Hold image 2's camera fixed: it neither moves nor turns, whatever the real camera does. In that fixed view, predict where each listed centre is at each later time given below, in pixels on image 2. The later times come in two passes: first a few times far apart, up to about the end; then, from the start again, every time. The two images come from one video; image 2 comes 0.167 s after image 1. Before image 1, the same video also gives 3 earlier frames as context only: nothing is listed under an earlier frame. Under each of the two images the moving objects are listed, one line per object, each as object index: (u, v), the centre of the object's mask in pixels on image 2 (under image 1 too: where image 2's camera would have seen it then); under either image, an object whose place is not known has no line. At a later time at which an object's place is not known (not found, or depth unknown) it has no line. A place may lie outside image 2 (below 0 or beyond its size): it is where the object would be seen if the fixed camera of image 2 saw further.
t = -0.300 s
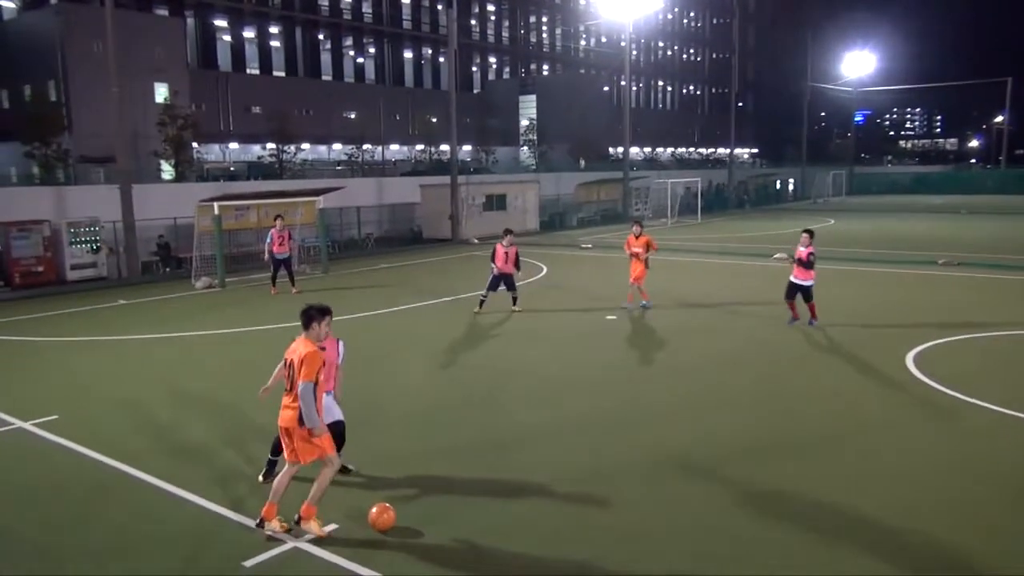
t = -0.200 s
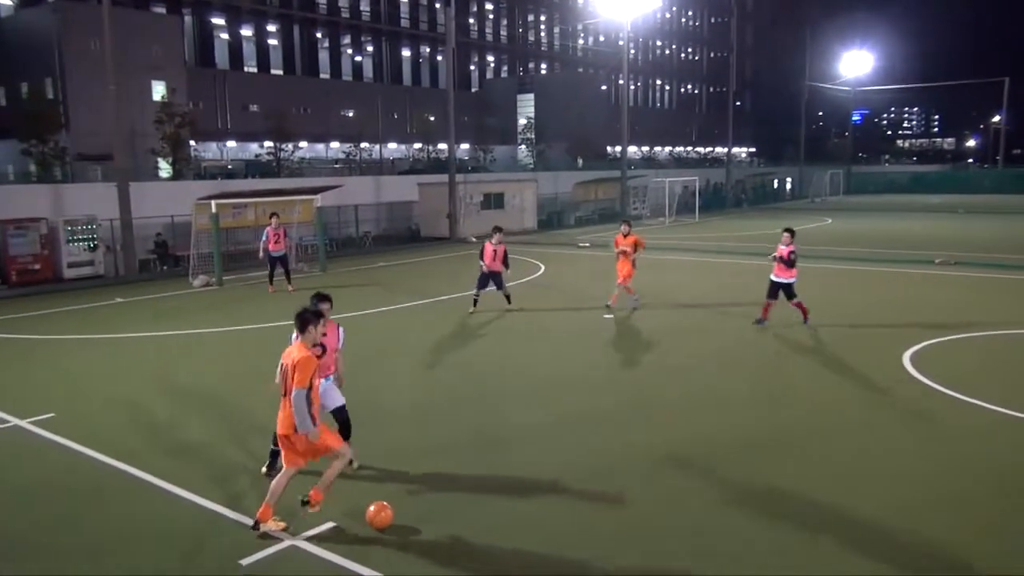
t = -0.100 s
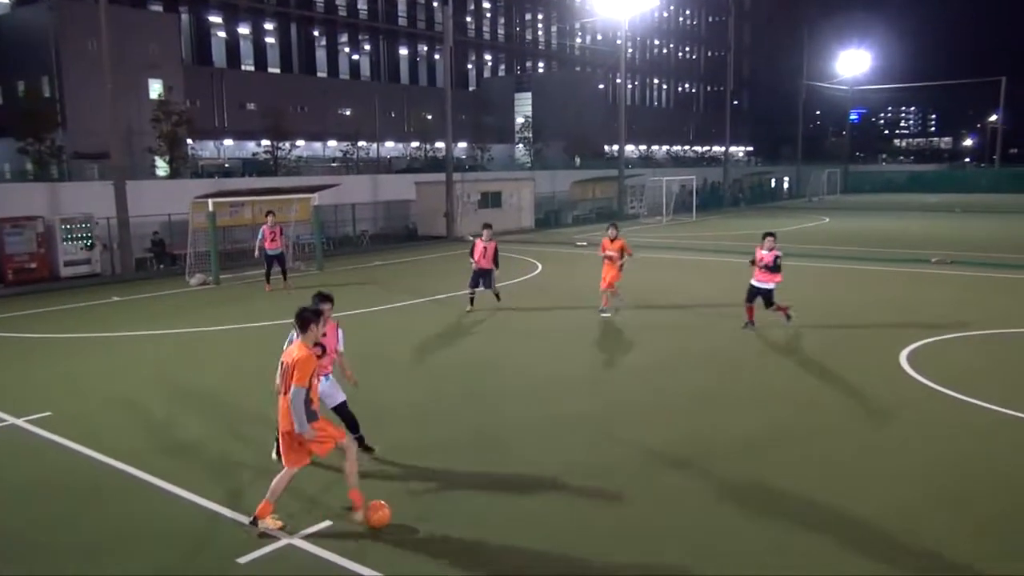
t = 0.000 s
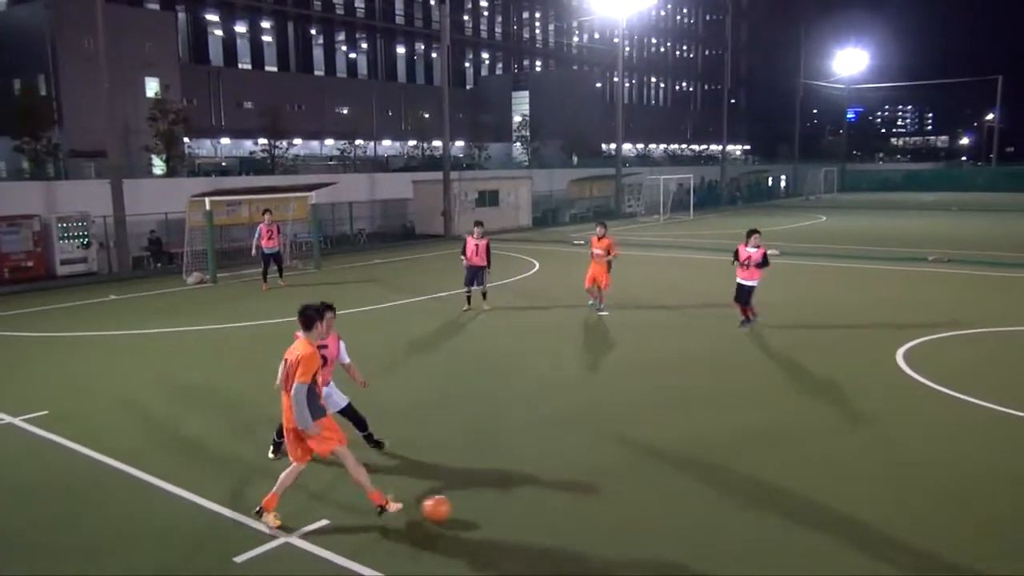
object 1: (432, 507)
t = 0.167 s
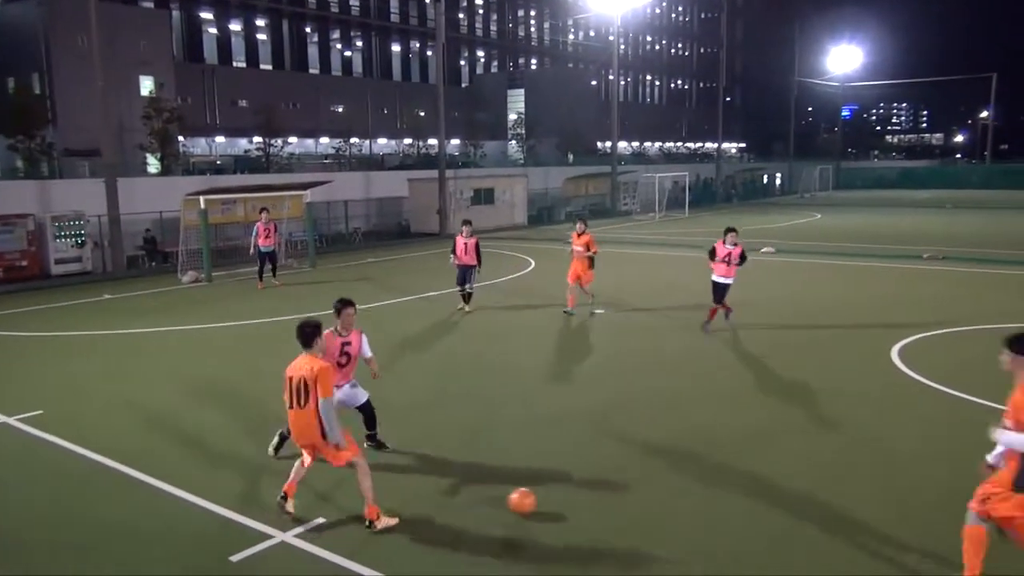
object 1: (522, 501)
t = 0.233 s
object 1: (553, 500)
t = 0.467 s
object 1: (640, 494)
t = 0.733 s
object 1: (733, 489)
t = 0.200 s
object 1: (538, 500)
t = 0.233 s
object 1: (553, 500)
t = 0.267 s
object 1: (567, 499)
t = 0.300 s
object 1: (582, 499)
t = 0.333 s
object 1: (594, 498)
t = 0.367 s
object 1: (605, 496)
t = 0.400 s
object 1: (617, 496)
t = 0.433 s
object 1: (630, 495)
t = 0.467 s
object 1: (640, 494)
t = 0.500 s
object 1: (653, 494)
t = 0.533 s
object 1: (663, 493)
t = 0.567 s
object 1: (673, 492)
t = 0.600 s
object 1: (684, 492)
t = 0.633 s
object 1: (697, 491)
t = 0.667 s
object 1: (708, 490)
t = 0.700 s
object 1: (722, 490)
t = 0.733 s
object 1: (733, 489)
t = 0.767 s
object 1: (743, 489)
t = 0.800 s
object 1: (754, 488)
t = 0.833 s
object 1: (766, 487)
